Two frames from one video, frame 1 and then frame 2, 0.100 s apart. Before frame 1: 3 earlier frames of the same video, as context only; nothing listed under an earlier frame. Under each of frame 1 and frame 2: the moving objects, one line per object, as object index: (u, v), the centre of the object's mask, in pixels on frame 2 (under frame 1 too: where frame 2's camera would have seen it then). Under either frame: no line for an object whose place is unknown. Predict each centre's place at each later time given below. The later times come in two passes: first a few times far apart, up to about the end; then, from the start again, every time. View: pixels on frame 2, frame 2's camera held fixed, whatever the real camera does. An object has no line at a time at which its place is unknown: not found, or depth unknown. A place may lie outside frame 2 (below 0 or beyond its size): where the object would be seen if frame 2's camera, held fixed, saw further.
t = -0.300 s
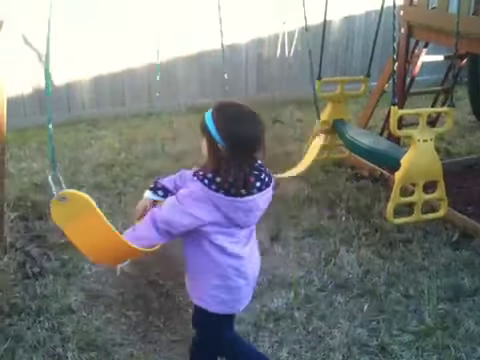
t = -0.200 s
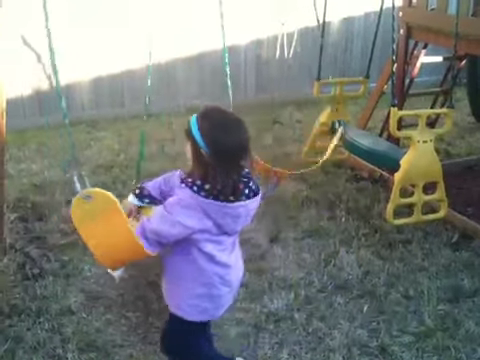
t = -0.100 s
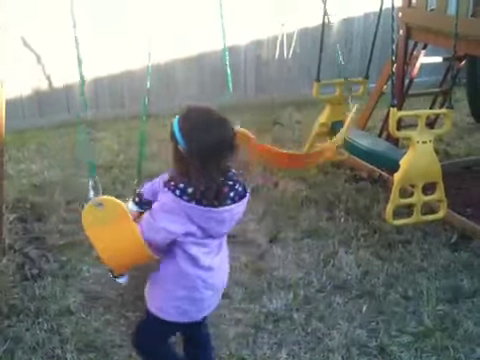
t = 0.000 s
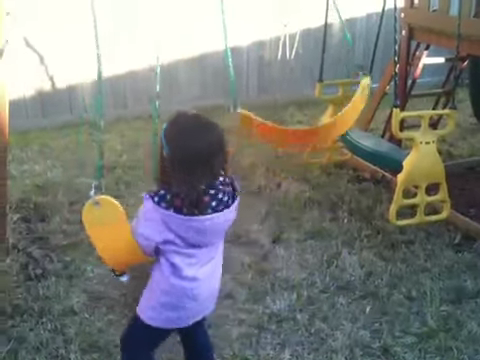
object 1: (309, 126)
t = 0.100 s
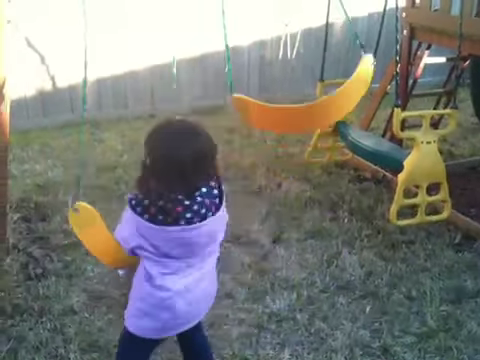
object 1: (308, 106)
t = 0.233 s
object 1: (299, 100)
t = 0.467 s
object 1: (269, 151)
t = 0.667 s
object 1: (251, 171)
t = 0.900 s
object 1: (239, 121)
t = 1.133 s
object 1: (238, 59)
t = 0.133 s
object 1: (307, 103)
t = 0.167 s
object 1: (305, 99)
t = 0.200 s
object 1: (302, 99)
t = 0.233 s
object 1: (299, 100)
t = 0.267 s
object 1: (296, 103)
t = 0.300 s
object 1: (292, 109)
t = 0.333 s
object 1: (286, 115)
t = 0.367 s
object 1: (284, 122)
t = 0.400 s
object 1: (278, 131)
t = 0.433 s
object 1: (273, 140)
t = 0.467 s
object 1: (269, 151)
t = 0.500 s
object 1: (265, 162)
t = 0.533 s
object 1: (256, 170)
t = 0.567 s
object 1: (260, 175)
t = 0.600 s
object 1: (255, 177)
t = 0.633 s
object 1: (251, 175)
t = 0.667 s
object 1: (251, 171)
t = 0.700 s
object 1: (248, 166)
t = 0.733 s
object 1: (243, 162)
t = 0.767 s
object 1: (242, 155)
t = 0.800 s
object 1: (243, 147)
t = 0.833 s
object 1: (242, 138)
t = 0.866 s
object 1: (241, 130)
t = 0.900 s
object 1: (239, 121)
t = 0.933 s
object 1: (239, 112)
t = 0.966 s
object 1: (240, 103)
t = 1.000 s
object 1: (237, 94)
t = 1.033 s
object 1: (236, 85)
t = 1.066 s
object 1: (235, 77)
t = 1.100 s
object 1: (236, 68)
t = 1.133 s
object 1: (238, 59)
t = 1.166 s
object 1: (240, 50)
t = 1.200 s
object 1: (242, 43)
